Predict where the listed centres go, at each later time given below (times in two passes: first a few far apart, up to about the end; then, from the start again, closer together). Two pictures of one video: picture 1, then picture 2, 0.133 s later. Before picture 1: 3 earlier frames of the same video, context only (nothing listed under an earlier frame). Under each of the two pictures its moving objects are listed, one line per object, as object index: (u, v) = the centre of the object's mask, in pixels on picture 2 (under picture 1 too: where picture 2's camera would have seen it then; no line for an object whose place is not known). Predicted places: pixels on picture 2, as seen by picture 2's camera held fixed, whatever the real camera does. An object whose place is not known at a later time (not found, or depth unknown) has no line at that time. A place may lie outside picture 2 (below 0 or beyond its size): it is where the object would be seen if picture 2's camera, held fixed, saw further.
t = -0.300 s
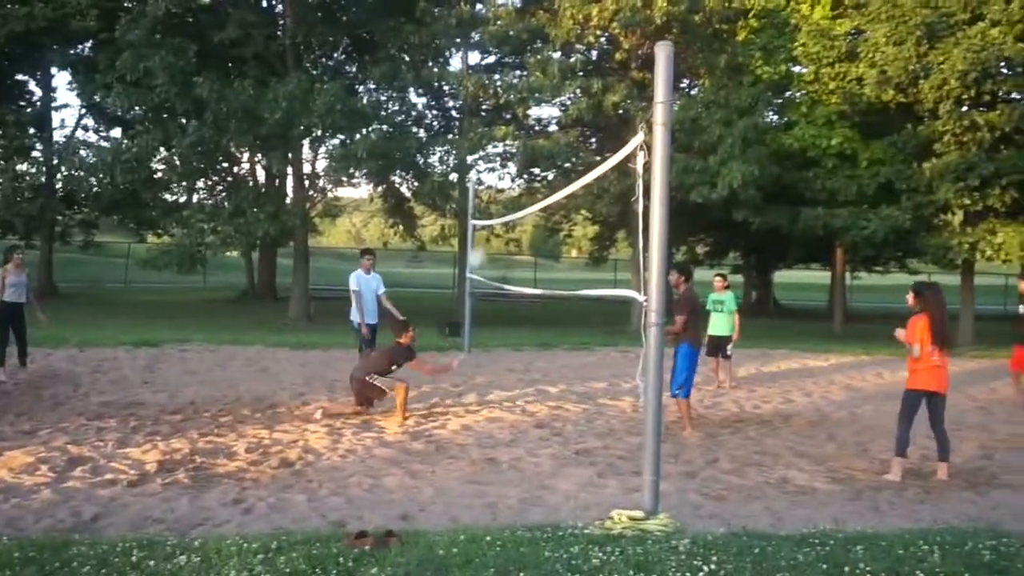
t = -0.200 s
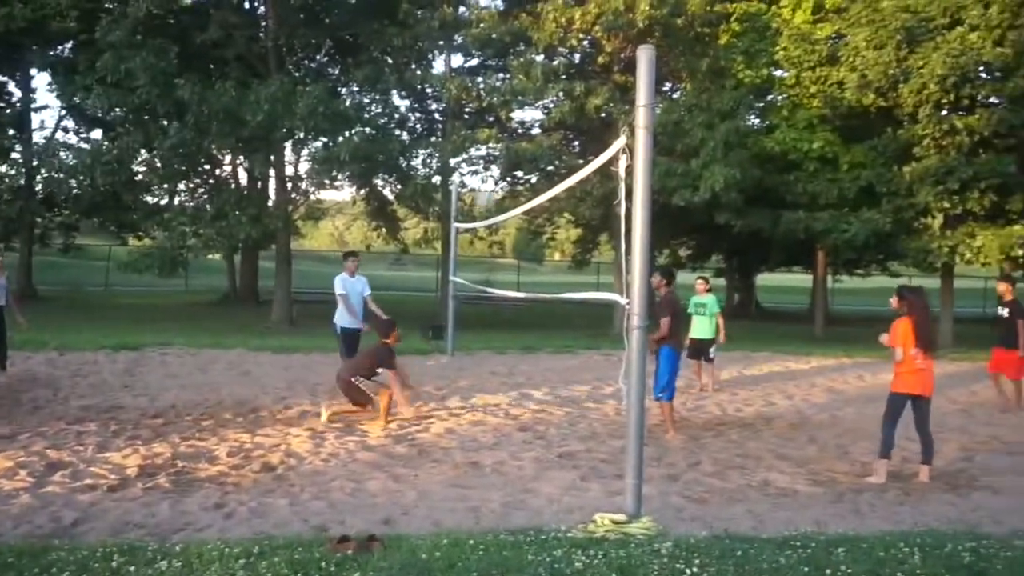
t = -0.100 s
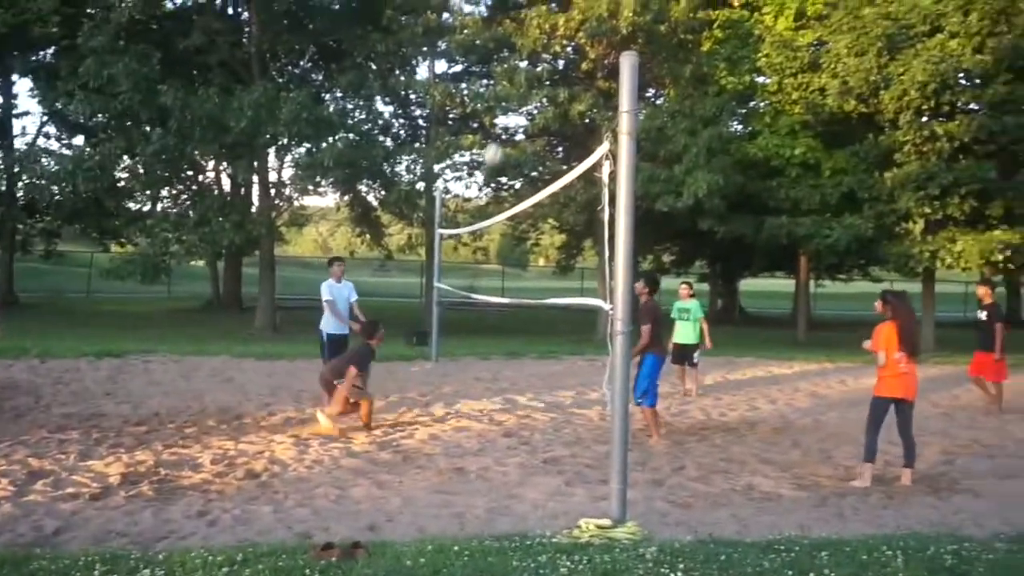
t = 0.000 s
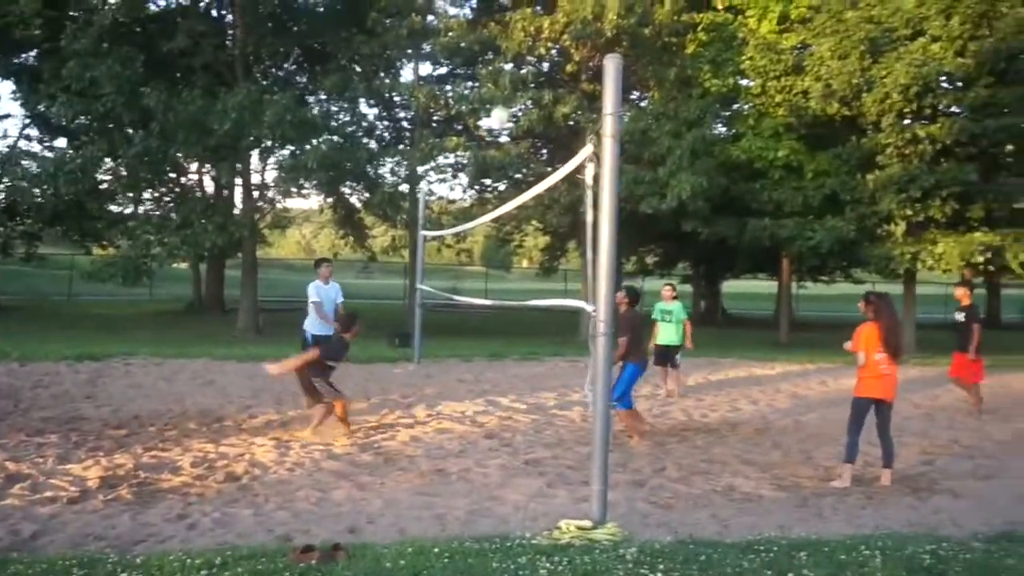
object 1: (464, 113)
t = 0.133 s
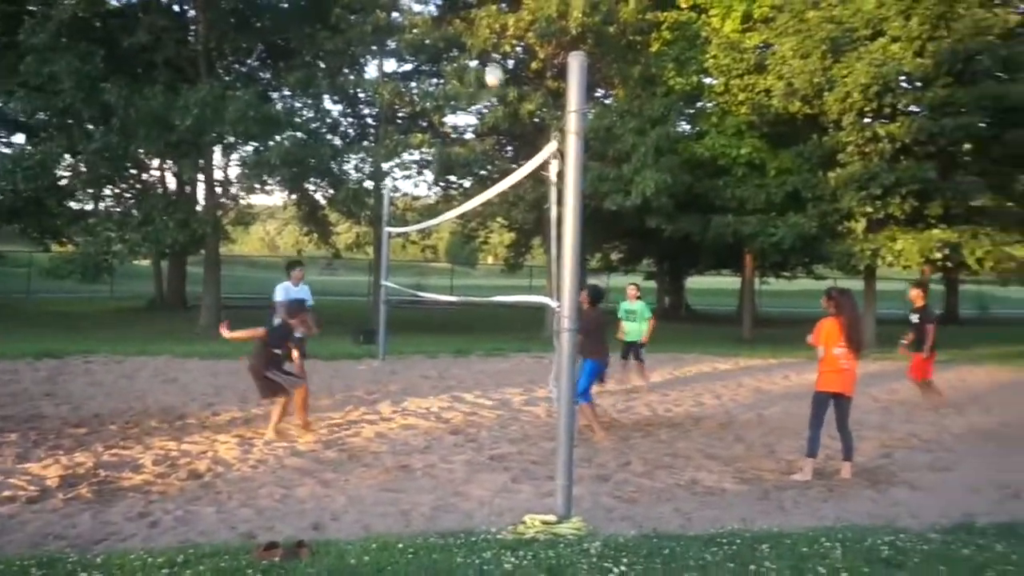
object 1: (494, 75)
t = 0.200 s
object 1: (506, 66)
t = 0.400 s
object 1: (542, 54)
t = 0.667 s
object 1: (586, 93)
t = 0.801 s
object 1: (604, 133)
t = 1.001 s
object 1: (633, 217)
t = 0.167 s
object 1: (501, 70)
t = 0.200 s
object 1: (506, 66)
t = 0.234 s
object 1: (512, 61)
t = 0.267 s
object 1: (519, 58)
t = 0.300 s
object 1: (525, 55)
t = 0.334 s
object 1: (531, 54)
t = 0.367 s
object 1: (537, 53)
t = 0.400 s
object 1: (542, 54)
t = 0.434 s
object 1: (549, 56)
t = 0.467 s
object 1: (554, 59)
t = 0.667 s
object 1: (586, 93)
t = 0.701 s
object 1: (592, 102)
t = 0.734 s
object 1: (597, 113)
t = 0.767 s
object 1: (599, 122)
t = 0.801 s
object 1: (604, 133)
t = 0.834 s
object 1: (609, 145)
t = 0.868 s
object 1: (614, 158)
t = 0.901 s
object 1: (619, 172)
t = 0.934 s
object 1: (623, 186)
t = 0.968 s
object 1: (628, 201)
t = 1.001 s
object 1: (633, 217)
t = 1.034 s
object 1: (638, 233)
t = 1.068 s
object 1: (643, 251)
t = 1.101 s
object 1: (647, 268)
